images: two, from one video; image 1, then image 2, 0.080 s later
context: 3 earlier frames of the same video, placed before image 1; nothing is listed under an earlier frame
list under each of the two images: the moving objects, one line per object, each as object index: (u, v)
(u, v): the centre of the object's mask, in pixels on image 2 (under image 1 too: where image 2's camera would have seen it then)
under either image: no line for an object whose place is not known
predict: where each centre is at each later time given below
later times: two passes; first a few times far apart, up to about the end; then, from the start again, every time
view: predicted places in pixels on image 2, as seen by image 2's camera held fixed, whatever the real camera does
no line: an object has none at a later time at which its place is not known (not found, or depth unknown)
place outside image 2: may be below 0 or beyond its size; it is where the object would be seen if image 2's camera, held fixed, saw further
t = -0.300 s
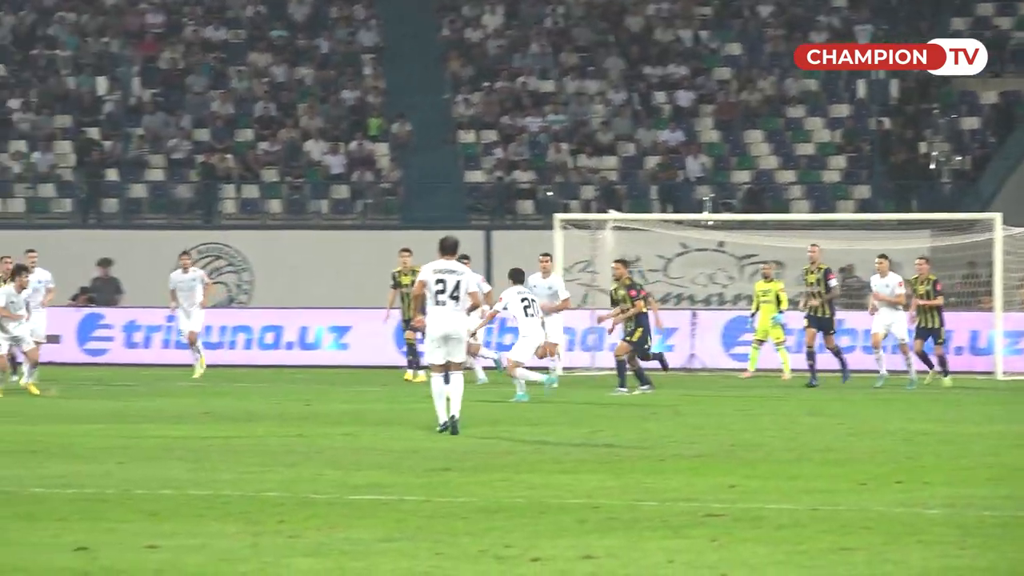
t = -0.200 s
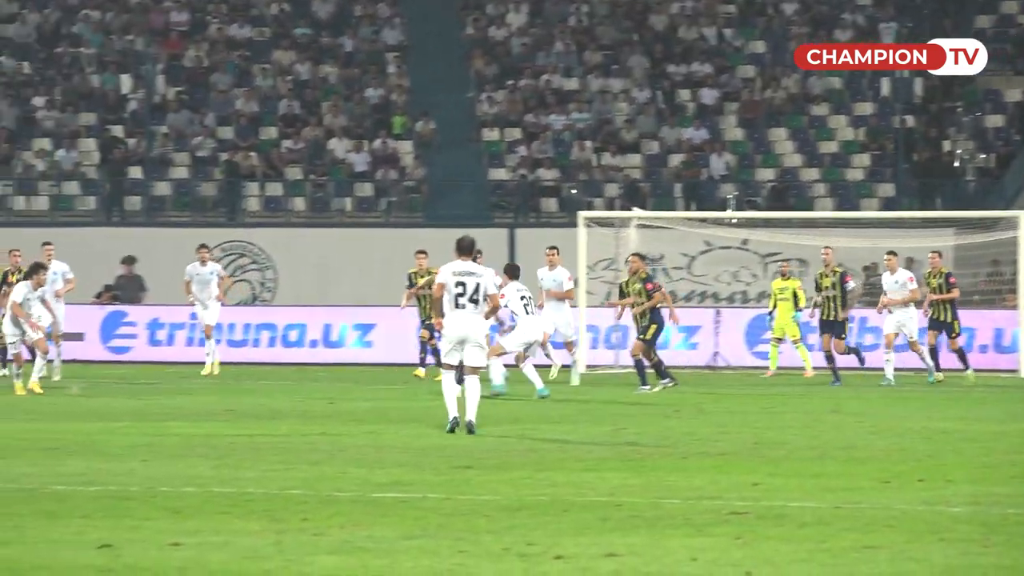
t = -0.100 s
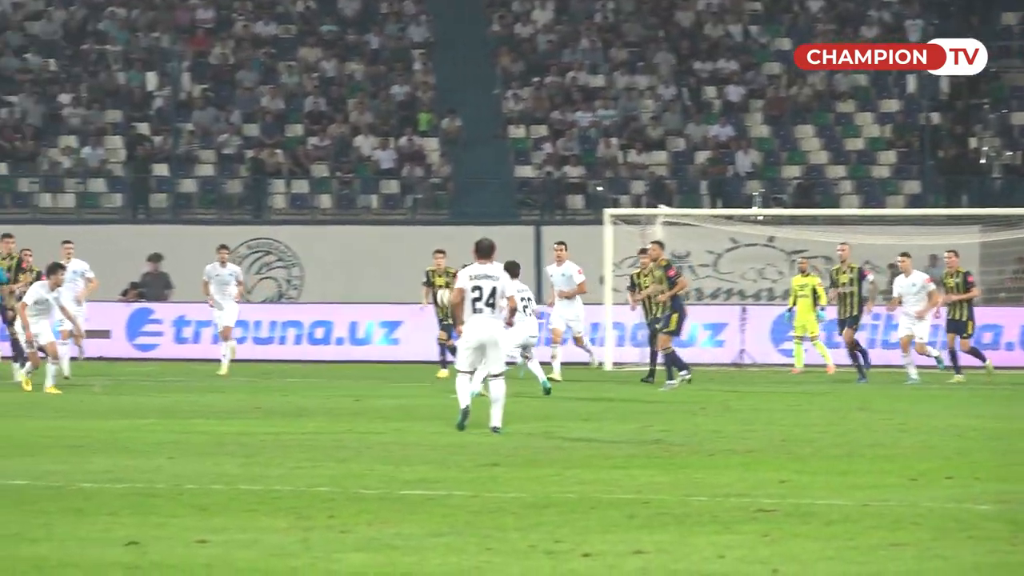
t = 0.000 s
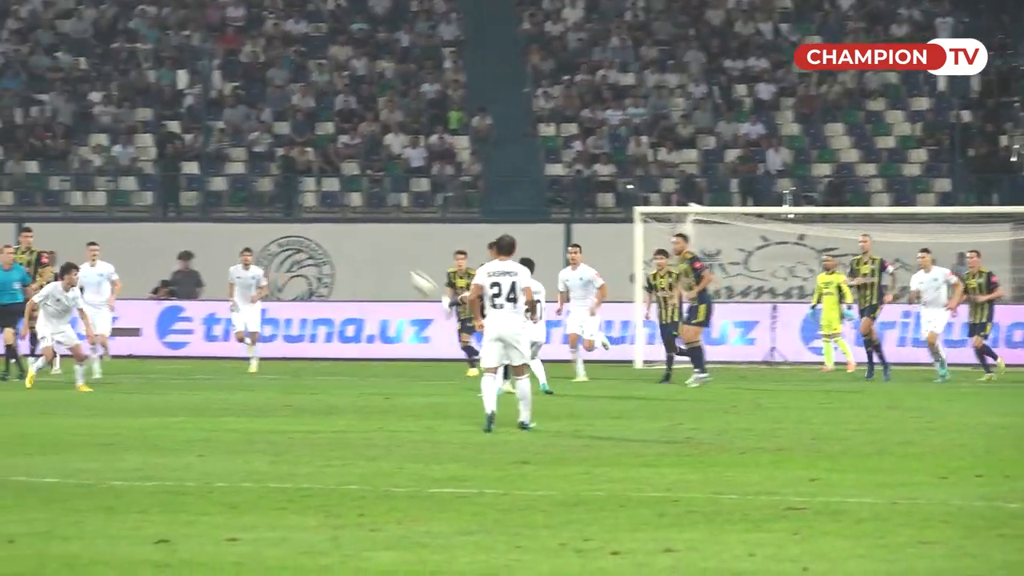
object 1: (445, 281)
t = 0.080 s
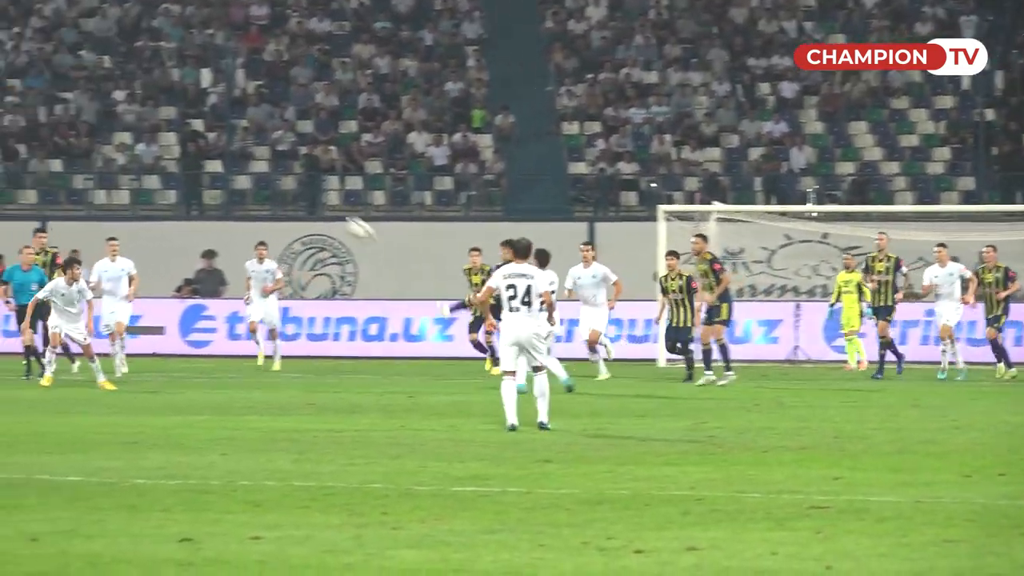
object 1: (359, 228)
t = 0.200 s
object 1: (229, 162)
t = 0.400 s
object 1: (10, 82)
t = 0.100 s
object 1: (337, 215)
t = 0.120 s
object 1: (316, 205)
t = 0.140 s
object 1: (294, 193)
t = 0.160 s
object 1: (273, 183)
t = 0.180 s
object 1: (251, 171)
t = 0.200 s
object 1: (229, 162)
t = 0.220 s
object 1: (207, 152)
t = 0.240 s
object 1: (187, 144)
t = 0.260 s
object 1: (165, 135)
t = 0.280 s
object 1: (141, 126)
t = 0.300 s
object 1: (121, 119)
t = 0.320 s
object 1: (98, 111)
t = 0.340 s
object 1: (76, 103)
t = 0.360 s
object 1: (55, 95)
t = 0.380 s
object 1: (33, 88)
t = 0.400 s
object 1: (10, 82)
